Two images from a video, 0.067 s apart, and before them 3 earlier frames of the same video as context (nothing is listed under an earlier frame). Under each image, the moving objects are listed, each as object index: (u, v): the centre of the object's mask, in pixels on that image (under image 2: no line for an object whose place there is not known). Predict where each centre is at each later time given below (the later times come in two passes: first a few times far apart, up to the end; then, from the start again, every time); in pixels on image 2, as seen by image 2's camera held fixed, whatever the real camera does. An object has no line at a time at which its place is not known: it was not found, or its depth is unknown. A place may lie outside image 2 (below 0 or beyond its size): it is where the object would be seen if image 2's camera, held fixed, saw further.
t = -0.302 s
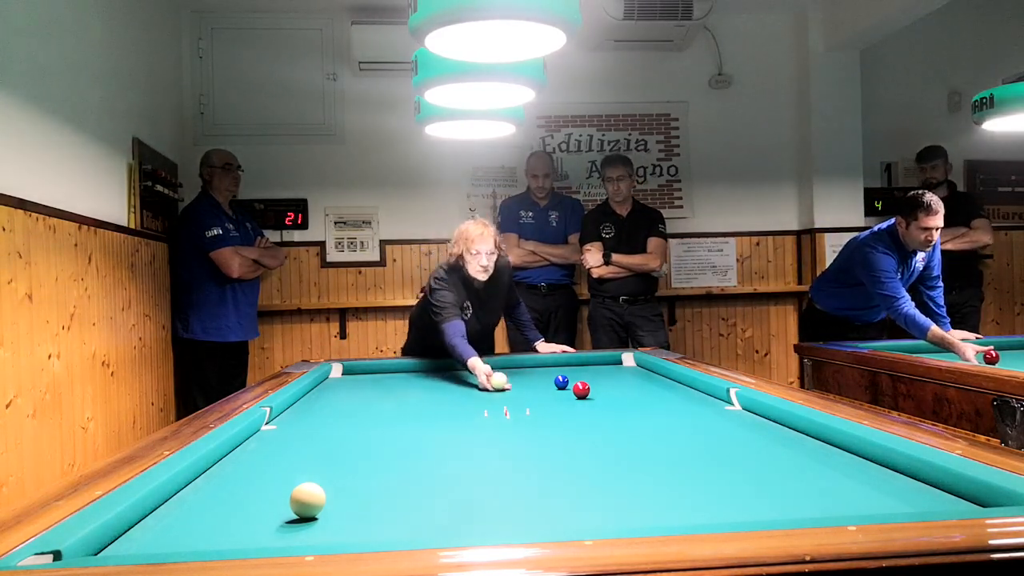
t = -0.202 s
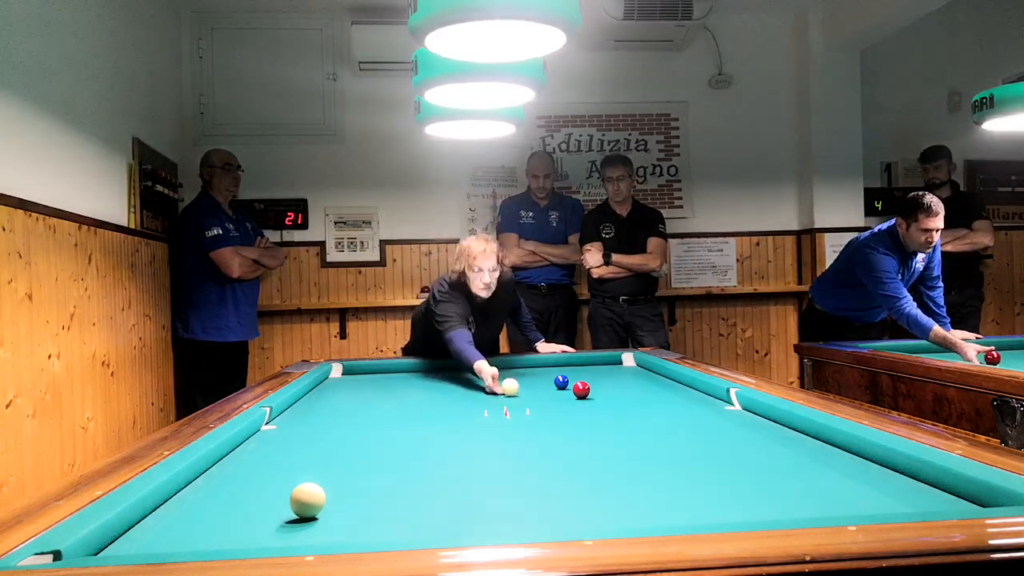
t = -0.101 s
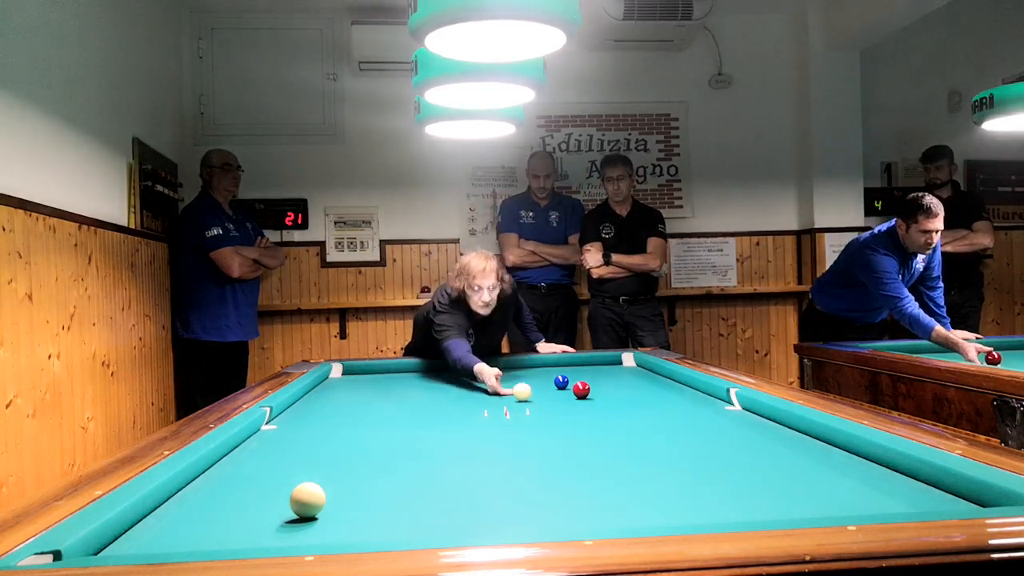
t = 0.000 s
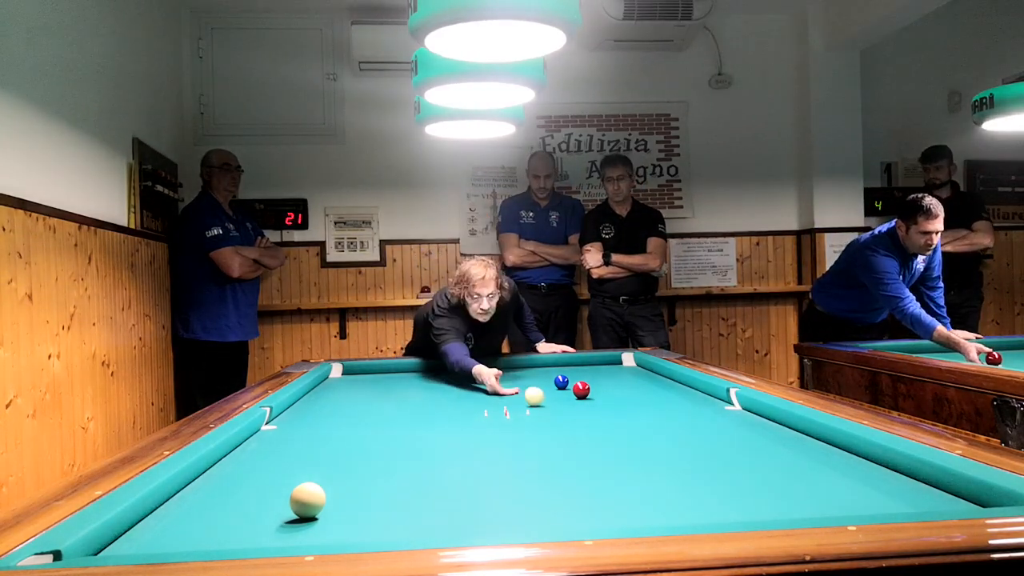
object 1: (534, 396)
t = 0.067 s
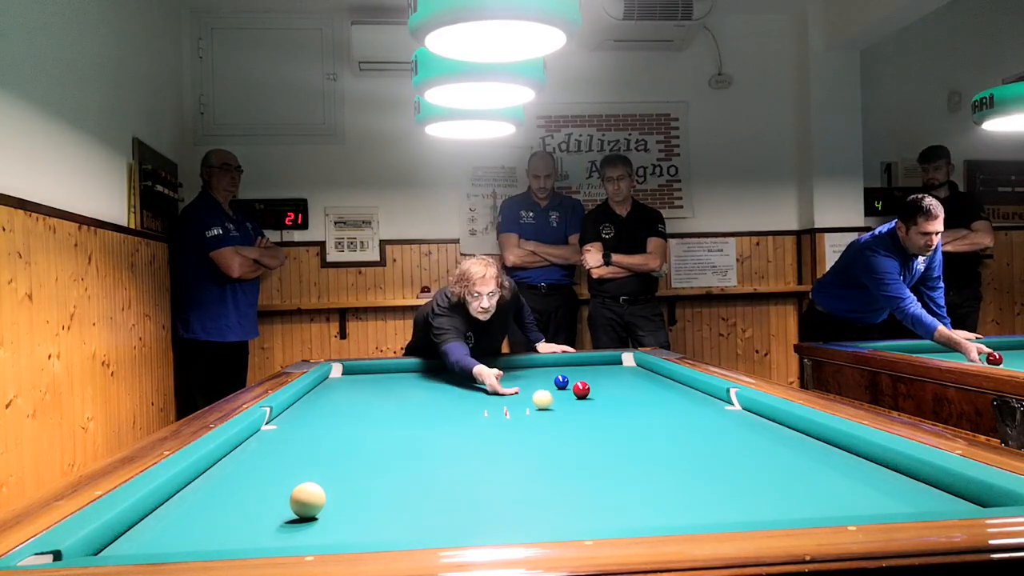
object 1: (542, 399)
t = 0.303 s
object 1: (574, 411)
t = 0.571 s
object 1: (620, 428)
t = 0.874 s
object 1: (690, 453)
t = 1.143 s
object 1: (777, 485)
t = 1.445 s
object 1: (876, 507)
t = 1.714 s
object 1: (845, 487)
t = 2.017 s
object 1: (820, 463)
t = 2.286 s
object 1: (803, 446)
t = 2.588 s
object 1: (786, 430)
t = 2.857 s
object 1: (774, 419)
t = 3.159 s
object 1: (744, 410)
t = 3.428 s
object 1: (721, 403)
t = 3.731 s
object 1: (698, 396)
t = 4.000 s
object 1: (681, 391)
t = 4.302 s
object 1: (663, 386)
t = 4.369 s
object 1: (660, 385)
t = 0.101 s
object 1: (547, 401)
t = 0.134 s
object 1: (551, 402)
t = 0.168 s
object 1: (555, 404)
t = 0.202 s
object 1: (560, 406)
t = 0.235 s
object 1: (564, 407)
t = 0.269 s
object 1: (569, 409)
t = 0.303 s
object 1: (574, 411)
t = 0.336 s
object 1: (580, 413)
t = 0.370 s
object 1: (585, 415)
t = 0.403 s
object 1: (590, 417)
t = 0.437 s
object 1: (596, 419)
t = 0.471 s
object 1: (602, 421)
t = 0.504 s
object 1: (608, 423)
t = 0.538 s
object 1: (614, 426)
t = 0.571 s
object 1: (620, 428)
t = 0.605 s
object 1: (627, 430)
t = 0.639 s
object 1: (634, 433)
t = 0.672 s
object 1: (641, 436)
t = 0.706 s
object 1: (649, 438)
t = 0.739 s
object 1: (656, 441)
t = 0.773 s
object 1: (664, 444)
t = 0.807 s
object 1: (673, 447)
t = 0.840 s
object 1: (681, 450)
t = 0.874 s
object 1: (690, 453)
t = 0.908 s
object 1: (699, 457)
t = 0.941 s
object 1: (709, 461)
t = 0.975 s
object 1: (719, 464)
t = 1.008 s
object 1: (729, 468)
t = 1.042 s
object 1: (741, 472)
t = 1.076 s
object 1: (752, 476)
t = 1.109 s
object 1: (764, 481)
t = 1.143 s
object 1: (777, 485)
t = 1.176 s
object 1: (790, 490)
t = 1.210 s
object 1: (803, 495)
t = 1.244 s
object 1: (818, 499)
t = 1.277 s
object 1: (833, 502)
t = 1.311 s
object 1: (847, 504)
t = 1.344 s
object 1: (863, 507)
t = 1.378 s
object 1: (880, 509)
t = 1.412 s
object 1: (883, 509)
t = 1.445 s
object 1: (876, 507)
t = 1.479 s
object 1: (871, 504)
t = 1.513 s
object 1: (866, 502)
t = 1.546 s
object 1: (862, 500)
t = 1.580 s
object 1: (859, 498)
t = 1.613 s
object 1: (855, 497)
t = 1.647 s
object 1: (852, 494)
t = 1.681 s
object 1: (848, 491)
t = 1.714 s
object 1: (845, 487)
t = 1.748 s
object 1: (842, 484)
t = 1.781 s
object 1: (839, 481)
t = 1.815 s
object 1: (836, 479)
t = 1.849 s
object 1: (833, 476)
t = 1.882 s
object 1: (830, 473)
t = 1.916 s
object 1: (828, 470)
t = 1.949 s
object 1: (825, 468)
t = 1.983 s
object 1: (822, 465)
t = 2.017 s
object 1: (820, 463)
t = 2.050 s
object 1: (818, 461)
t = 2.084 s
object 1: (815, 458)
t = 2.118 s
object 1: (813, 456)
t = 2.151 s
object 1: (811, 454)
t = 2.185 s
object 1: (809, 452)
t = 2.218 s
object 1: (806, 450)
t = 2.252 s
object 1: (804, 448)
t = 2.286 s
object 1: (803, 446)
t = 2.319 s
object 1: (801, 444)
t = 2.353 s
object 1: (799, 442)
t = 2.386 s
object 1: (797, 440)
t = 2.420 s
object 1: (795, 439)
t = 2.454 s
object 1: (793, 437)
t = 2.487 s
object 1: (791, 435)
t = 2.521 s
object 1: (789, 433)
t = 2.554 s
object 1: (788, 432)
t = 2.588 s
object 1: (786, 430)
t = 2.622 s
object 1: (784, 429)
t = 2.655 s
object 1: (783, 427)
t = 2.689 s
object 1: (781, 425)
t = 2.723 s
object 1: (780, 424)
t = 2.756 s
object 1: (778, 423)
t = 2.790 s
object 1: (777, 421)
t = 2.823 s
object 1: (775, 420)
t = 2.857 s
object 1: (774, 419)
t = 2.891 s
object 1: (771, 418)
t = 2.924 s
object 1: (767, 416)
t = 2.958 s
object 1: (764, 415)
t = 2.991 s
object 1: (760, 414)
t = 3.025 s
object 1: (757, 413)
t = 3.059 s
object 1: (754, 412)
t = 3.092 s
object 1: (751, 412)
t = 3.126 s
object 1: (747, 411)
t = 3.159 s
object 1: (744, 410)
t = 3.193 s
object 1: (741, 409)
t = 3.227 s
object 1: (738, 408)
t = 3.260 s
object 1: (735, 407)
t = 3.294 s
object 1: (732, 406)
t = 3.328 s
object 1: (729, 405)
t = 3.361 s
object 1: (726, 404)
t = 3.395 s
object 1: (724, 403)
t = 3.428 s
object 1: (721, 403)
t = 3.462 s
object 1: (718, 402)
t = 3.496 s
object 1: (716, 401)
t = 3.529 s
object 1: (713, 400)
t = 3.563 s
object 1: (710, 399)
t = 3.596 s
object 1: (708, 399)
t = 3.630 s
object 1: (706, 398)
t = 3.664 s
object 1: (703, 397)
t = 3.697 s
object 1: (701, 397)
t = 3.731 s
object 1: (698, 396)
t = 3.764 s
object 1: (696, 395)
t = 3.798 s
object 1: (694, 395)
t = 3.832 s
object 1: (692, 394)
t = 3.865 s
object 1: (689, 393)
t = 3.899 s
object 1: (687, 393)
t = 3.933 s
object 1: (685, 392)
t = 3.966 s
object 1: (683, 391)
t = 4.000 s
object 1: (681, 391)
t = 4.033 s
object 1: (679, 390)
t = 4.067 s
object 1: (677, 390)
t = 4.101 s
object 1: (675, 389)
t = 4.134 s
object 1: (673, 388)
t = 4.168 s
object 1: (671, 388)
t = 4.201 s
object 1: (669, 387)
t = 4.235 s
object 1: (667, 387)
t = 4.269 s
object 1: (665, 386)
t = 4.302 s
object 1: (663, 386)
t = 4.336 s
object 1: (662, 385)
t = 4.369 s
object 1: (660, 385)
